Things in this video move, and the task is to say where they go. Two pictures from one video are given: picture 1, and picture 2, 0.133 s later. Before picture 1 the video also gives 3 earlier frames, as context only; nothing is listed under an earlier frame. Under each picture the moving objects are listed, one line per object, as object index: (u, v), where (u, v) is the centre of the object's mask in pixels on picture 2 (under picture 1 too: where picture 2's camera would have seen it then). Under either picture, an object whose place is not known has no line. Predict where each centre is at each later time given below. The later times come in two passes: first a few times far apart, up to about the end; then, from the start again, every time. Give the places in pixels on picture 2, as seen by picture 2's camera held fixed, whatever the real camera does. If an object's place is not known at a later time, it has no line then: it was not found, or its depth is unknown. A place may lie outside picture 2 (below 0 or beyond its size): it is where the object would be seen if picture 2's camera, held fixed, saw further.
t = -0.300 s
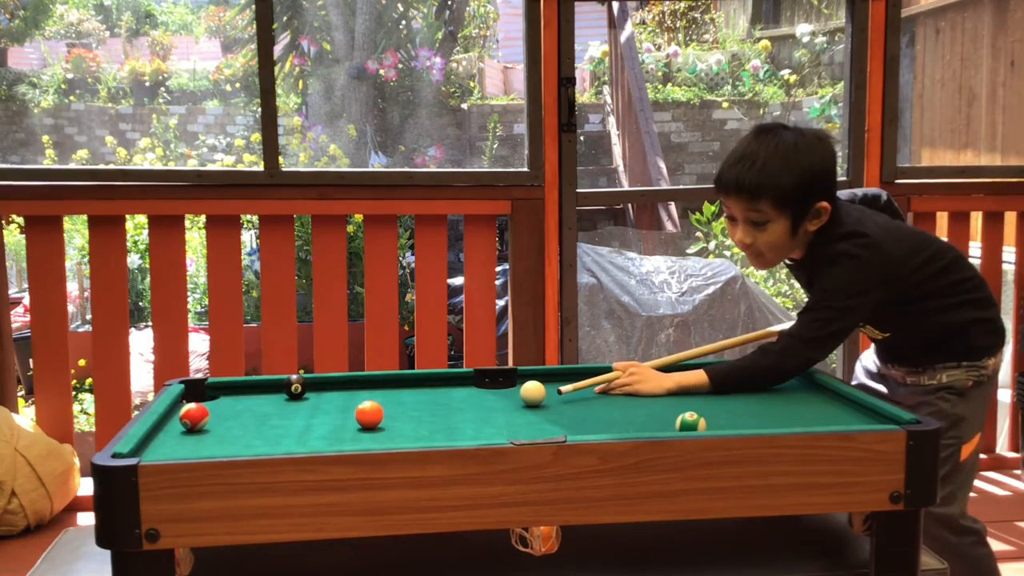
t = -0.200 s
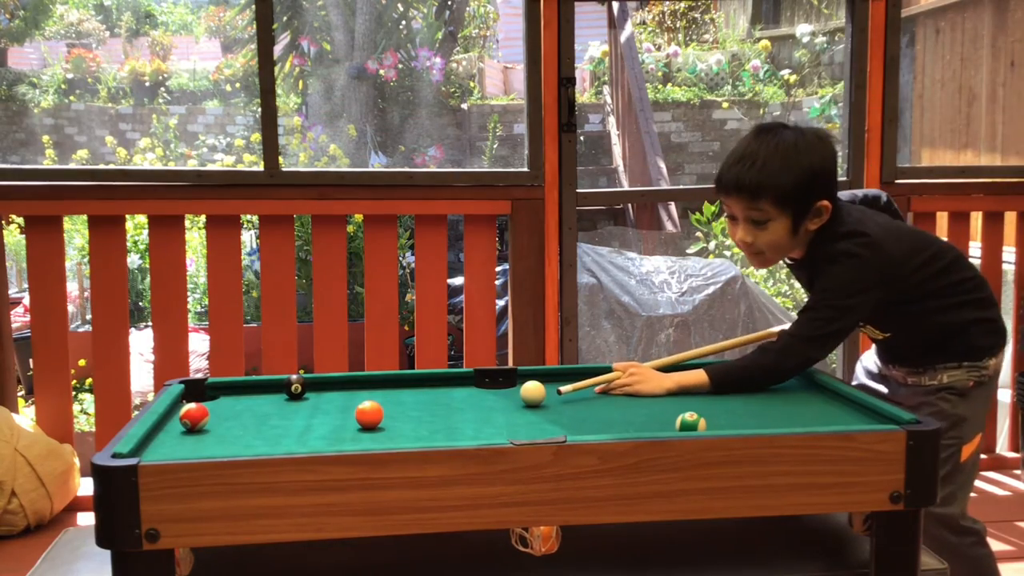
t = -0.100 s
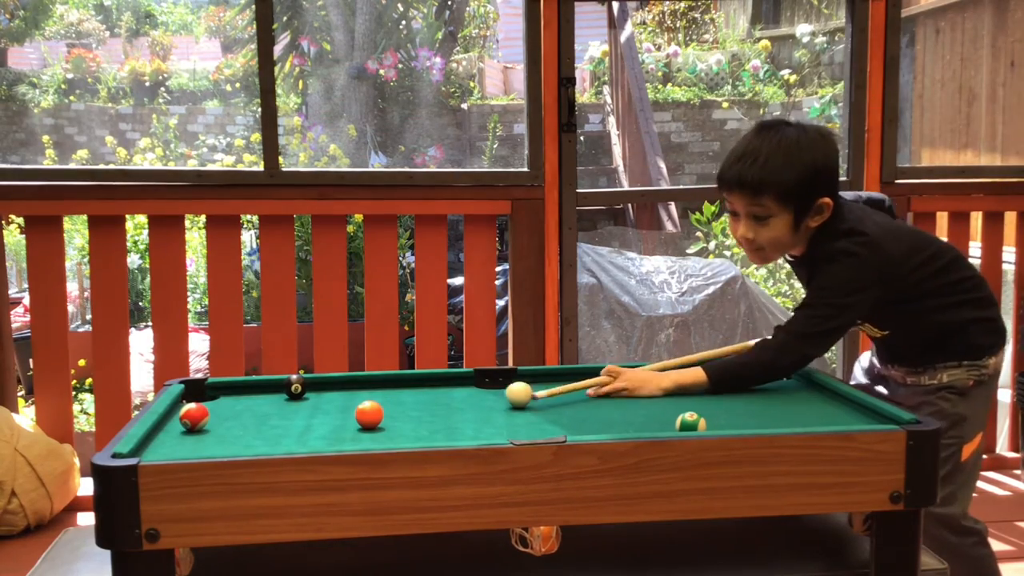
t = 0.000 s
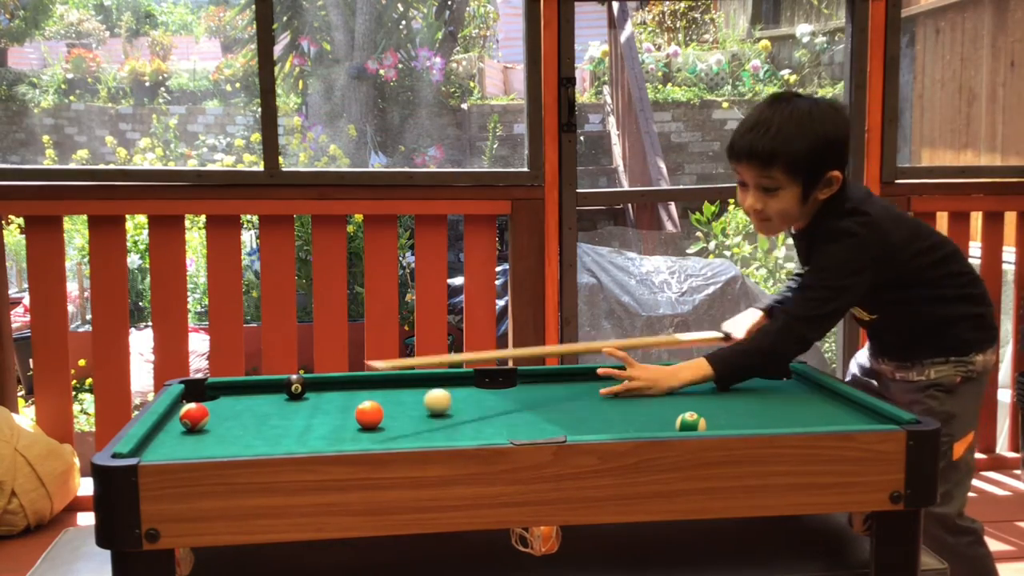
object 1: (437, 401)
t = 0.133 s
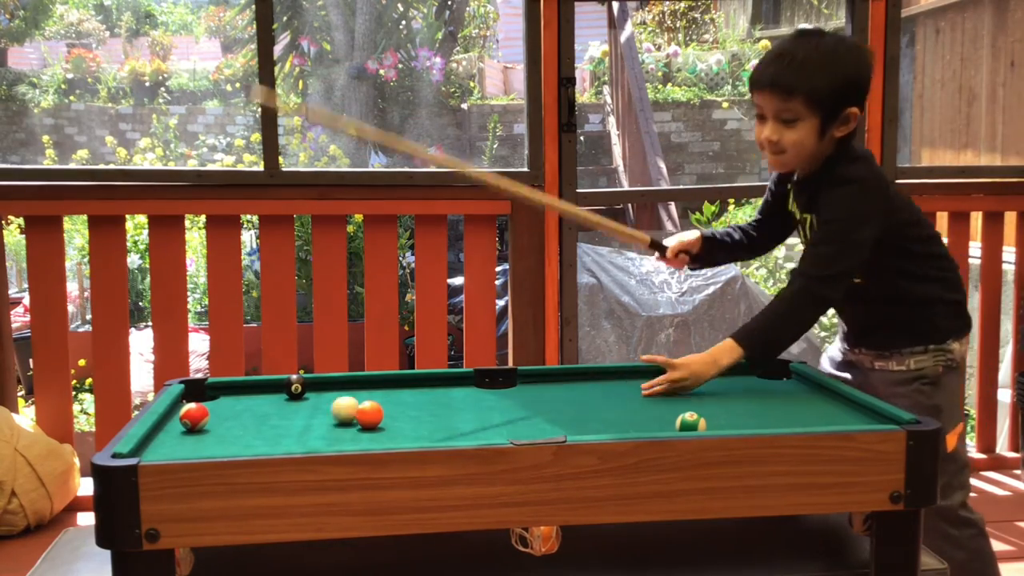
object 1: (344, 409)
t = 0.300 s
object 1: (226, 421)
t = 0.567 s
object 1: (218, 433)
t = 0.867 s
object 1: (273, 440)
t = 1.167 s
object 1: (316, 440)
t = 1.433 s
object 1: (336, 438)
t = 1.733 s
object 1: (339, 437)
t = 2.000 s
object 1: (339, 437)
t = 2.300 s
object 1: (339, 437)
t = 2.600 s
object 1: (339, 437)
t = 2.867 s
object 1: (339, 437)
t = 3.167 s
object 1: (339, 437)
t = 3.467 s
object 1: (339, 437)
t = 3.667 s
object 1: (339, 437)
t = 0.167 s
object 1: (322, 412)
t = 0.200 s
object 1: (298, 414)
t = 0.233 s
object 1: (275, 416)
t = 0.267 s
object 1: (251, 419)
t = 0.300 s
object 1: (226, 421)
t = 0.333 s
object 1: (201, 423)
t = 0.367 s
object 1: (176, 425)
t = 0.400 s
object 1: (168, 423)
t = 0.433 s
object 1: (181, 423)
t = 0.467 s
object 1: (194, 429)
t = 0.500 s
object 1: (203, 431)
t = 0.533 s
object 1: (211, 432)
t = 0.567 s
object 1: (218, 433)
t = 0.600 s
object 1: (225, 434)
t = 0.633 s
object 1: (232, 435)
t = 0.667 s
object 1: (238, 436)
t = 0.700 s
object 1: (244, 437)
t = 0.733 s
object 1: (250, 438)
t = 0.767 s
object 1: (256, 438)
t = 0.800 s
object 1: (262, 439)
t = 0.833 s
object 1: (267, 440)
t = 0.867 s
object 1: (273, 440)
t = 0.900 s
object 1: (278, 441)
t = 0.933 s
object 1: (283, 441)
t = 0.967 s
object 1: (288, 442)
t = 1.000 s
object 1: (293, 443)
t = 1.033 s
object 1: (298, 442)
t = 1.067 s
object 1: (303, 441)
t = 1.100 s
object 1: (307, 441)
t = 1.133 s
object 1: (311, 440)
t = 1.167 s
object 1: (316, 440)
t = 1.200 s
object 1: (319, 439)
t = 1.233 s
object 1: (322, 439)
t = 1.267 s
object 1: (325, 439)
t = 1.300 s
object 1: (328, 439)
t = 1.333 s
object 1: (331, 438)
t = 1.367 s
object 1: (333, 438)
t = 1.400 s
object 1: (335, 438)
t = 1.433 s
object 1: (336, 438)
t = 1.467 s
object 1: (337, 438)
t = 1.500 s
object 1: (339, 438)
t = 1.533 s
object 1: (339, 437)
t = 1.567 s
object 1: (339, 437)
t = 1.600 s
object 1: (339, 437)
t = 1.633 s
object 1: (339, 437)
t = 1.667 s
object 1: (340, 437)
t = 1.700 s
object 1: (340, 437)
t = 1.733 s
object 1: (339, 437)
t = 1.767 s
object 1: (339, 437)
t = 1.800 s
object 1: (339, 437)
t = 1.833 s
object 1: (339, 437)
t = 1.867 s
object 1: (339, 437)
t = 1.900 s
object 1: (339, 437)
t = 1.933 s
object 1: (339, 437)
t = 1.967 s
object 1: (339, 437)
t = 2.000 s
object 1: (339, 437)
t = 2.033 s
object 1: (339, 437)
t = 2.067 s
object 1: (339, 437)
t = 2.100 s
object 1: (339, 437)
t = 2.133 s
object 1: (339, 437)
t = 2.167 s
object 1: (339, 437)
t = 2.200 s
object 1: (339, 437)
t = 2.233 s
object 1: (339, 437)
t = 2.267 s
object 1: (339, 437)
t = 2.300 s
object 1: (339, 437)
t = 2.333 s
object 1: (339, 437)
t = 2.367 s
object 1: (339, 437)
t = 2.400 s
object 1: (339, 437)
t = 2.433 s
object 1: (339, 437)
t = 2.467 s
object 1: (339, 437)
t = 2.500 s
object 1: (339, 437)
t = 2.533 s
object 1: (339, 437)
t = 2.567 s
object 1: (339, 437)
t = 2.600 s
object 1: (339, 437)
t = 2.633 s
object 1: (339, 437)
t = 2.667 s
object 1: (339, 437)
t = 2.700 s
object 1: (339, 437)
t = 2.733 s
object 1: (339, 437)
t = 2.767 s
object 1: (339, 437)
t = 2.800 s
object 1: (339, 437)
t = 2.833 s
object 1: (339, 437)
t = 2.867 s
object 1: (339, 437)
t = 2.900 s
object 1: (339, 437)
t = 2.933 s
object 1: (339, 437)
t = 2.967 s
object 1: (339, 437)
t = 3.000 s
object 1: (339, 437)
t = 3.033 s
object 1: (339, 437)
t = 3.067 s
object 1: (339, 437)
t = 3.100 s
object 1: (339, 437)
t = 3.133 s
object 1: (339, 437)
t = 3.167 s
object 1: (339, 437)
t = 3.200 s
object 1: (339, 437)
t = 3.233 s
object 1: (339, 437)
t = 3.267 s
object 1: (339, 437)
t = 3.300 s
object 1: (339, 437)
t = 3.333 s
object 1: (339, 437)
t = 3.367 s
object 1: (339, 437)
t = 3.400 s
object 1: (339, 437)
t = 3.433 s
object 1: (339, 437)
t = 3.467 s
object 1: (339, 437)
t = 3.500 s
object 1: (339, 437)
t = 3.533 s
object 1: (339, 437)
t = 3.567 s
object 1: (339, 437)
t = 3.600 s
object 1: (339, 437)
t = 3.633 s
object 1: (339, 437)
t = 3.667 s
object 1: (339, 437)
